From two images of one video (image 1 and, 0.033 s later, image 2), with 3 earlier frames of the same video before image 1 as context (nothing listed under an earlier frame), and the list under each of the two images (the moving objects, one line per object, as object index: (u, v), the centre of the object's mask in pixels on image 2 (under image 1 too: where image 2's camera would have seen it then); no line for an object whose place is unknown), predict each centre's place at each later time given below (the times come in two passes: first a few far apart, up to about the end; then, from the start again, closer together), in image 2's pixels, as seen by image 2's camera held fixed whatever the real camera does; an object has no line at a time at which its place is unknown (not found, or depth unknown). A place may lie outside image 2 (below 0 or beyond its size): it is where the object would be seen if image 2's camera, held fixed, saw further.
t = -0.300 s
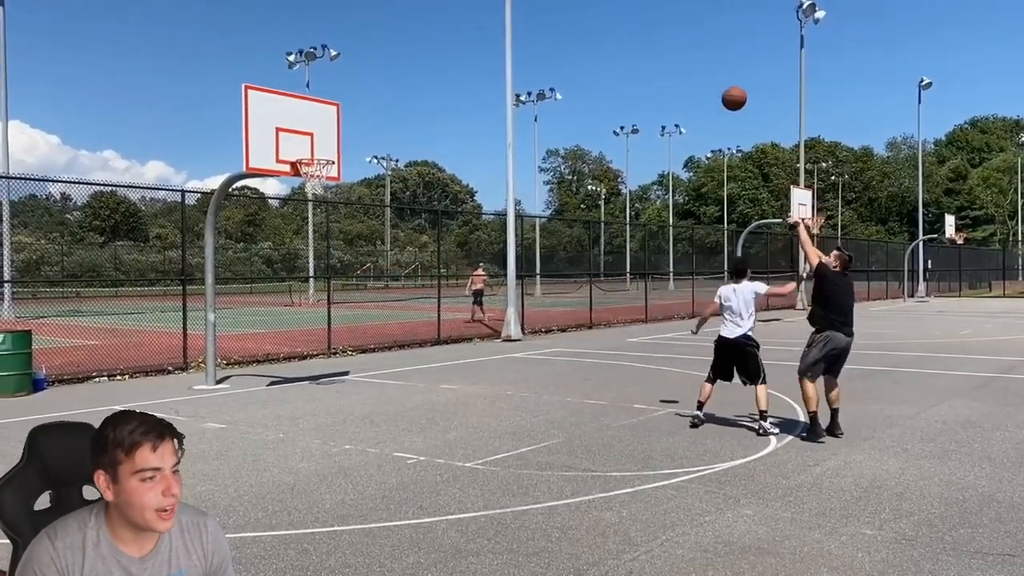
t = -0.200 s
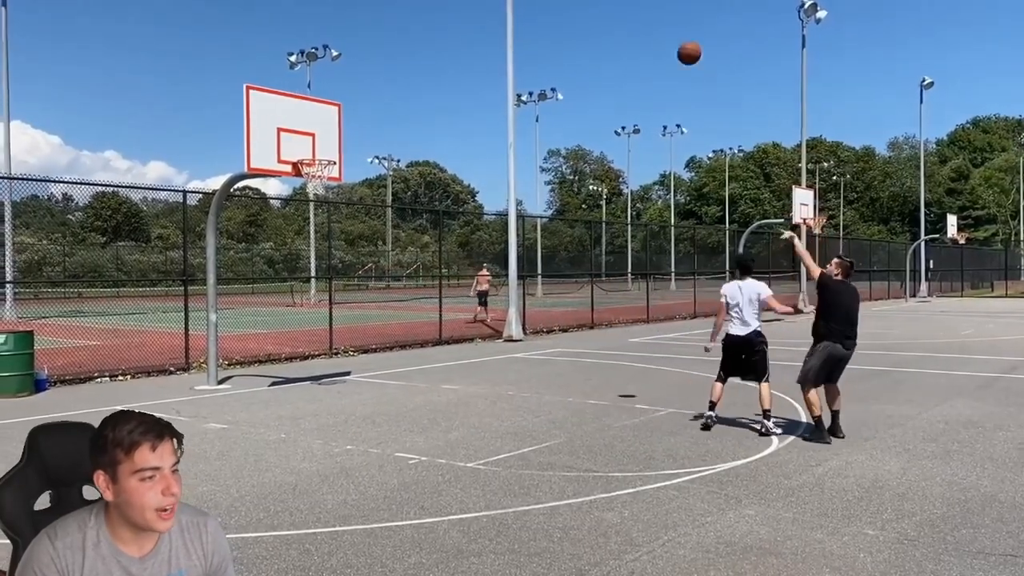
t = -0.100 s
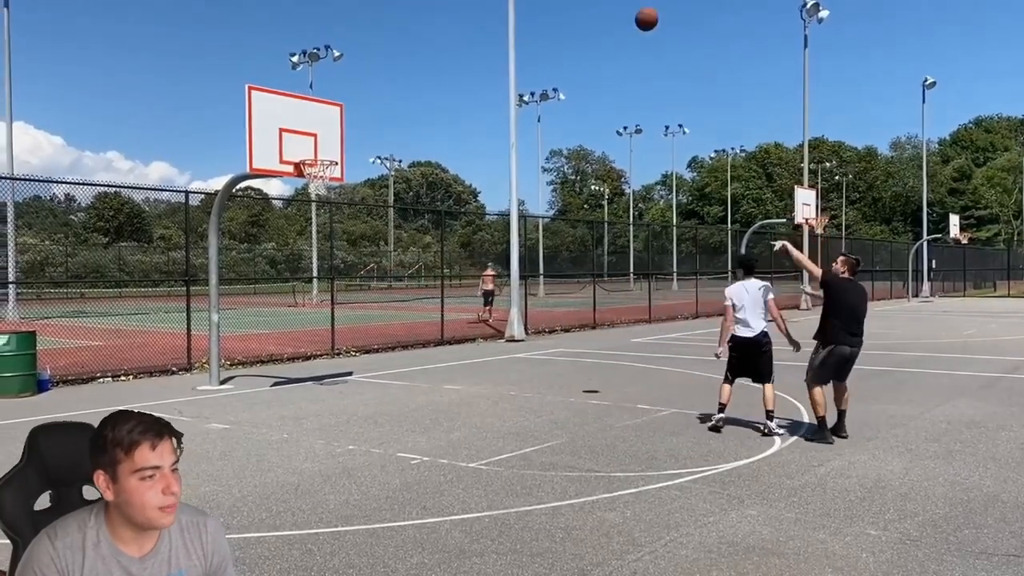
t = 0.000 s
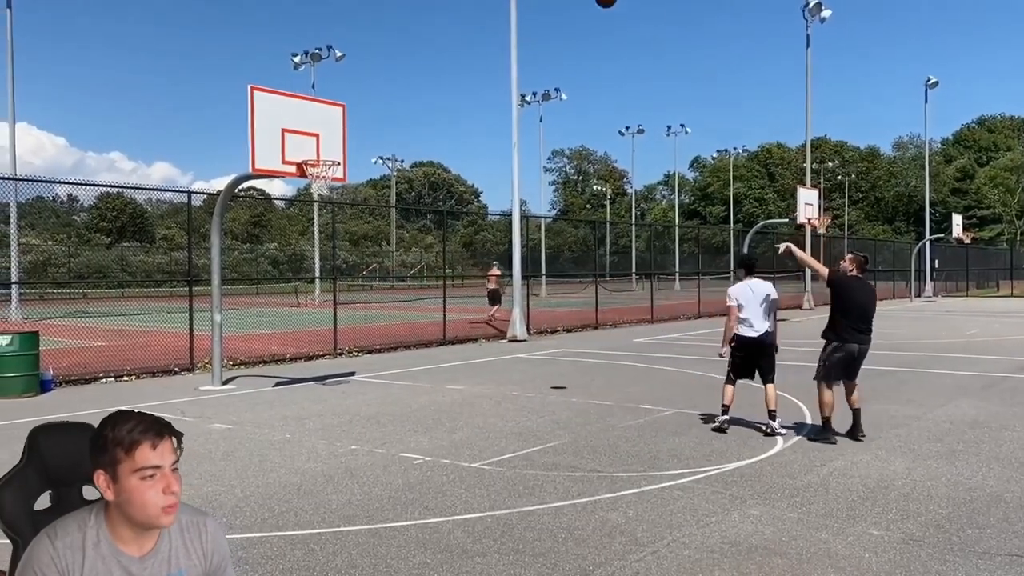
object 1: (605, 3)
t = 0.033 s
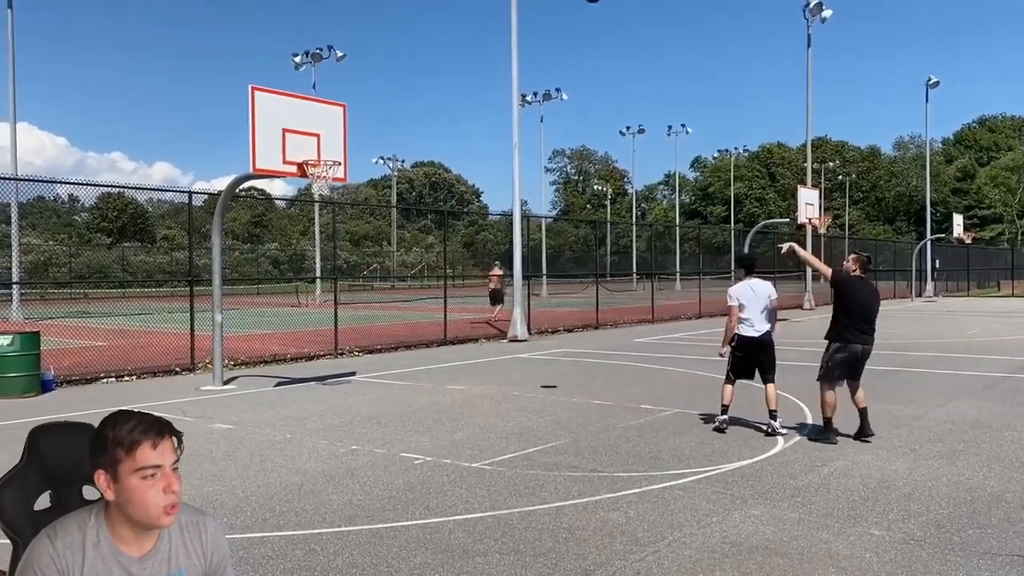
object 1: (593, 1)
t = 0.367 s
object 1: (467, 2)
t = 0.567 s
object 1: (400, 40)
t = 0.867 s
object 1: (313, 157)
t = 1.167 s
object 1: (267, 122)
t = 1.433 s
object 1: (186, 133)
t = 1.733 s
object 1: (87, 222)
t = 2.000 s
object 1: (-10, 382)
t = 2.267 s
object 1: (-61, 321)
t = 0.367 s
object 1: (467, 2)
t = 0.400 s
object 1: (455, 4)
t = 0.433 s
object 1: (444, 7)
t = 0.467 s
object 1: (433, 13)
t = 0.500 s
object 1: (422, 21)
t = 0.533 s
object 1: (411, 30)
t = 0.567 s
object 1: (400, 40)
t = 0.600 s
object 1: (390, 50)
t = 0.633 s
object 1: (380, 61)
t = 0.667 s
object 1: (370, 73)
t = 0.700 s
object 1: (360, 85)
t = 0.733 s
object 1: (350, 98)
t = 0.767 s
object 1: (341, 112)
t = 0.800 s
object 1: (331, 126)
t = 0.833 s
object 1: (322, 142)
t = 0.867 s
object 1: (313, 157)
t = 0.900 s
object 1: (323, 160)
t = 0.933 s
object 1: (332, 158)
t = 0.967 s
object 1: (324, 151)
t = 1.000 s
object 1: (315, 145)
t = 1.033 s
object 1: (306, 138)
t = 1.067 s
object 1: (296, 133)
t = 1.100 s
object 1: (287, 129)
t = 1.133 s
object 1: (277, 125)
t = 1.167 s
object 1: (267, 122)
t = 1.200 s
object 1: (257, 120)
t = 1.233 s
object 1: (248, 119)
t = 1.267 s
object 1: (237, 119)
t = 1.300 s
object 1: (228, 120)
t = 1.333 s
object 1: (217, 121)
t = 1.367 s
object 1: (207, 125)
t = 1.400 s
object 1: (197, 128)
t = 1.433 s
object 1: (186, 133)
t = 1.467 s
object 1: (175, 139)
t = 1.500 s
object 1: (165, 145)
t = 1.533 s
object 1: (154, 153)
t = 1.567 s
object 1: (143, 162)
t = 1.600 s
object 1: (132, 172)
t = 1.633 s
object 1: (121, 183)
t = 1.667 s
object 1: (109, 194)
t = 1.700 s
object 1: (101, 207)
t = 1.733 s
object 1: (87, 222)
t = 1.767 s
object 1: (76, 238)
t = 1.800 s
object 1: (64, 254)
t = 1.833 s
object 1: (53, 272)
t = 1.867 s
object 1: (42, 293)
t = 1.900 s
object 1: (29, 315)
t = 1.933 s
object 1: (14, 337)
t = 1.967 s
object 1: (2, 358)
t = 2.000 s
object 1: (-10, 382)
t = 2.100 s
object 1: (-37, 402)
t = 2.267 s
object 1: (-61, 321)
